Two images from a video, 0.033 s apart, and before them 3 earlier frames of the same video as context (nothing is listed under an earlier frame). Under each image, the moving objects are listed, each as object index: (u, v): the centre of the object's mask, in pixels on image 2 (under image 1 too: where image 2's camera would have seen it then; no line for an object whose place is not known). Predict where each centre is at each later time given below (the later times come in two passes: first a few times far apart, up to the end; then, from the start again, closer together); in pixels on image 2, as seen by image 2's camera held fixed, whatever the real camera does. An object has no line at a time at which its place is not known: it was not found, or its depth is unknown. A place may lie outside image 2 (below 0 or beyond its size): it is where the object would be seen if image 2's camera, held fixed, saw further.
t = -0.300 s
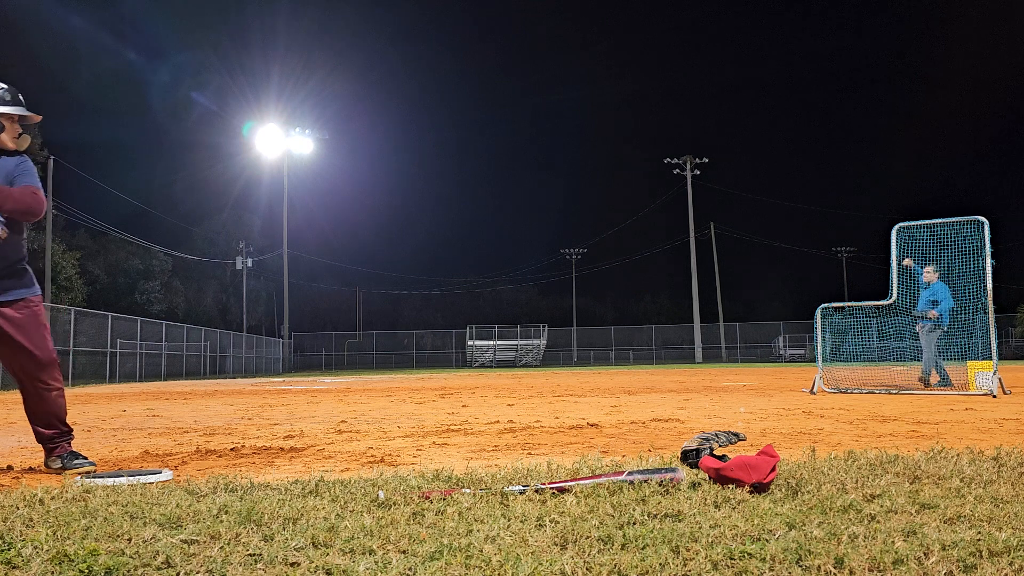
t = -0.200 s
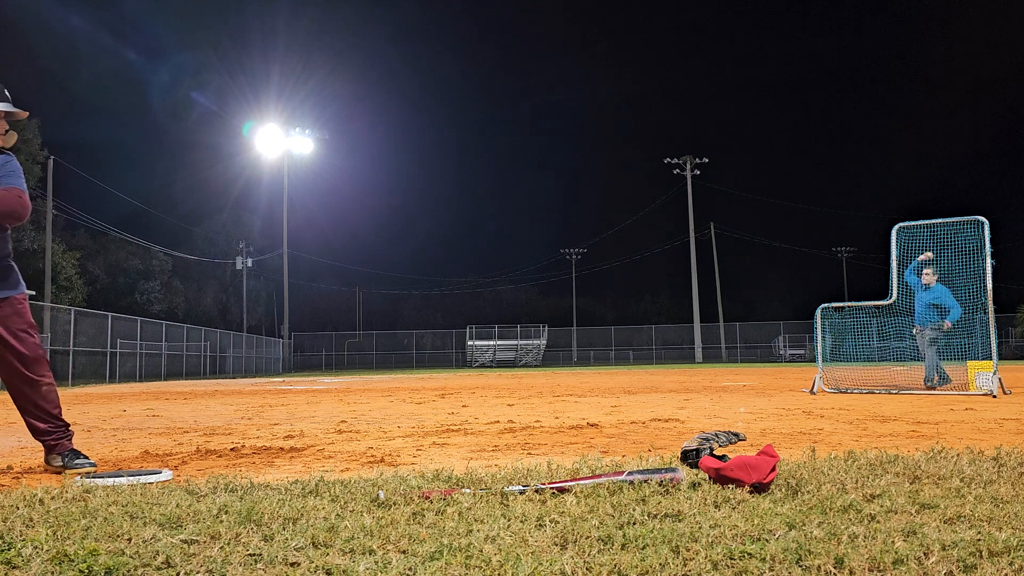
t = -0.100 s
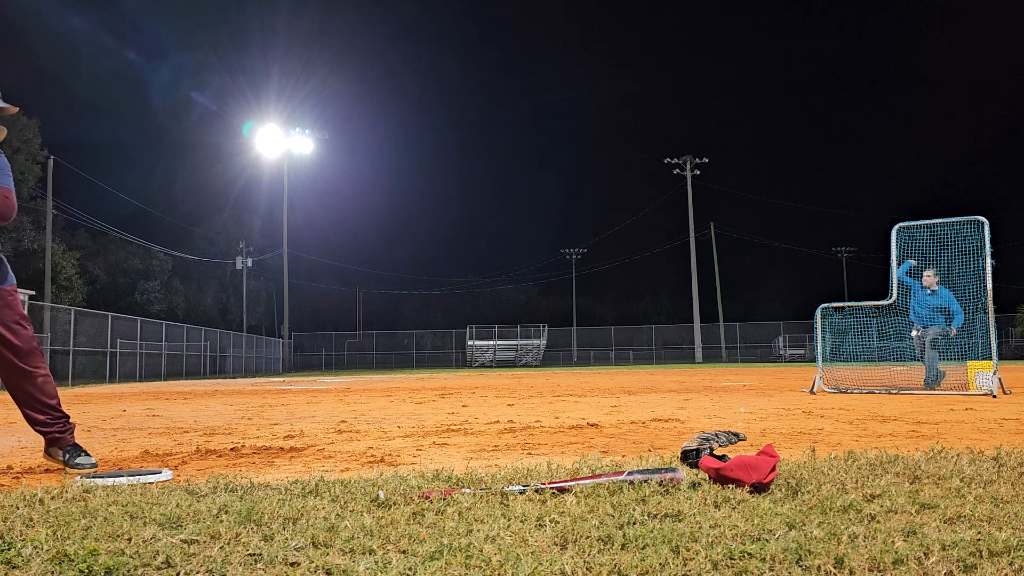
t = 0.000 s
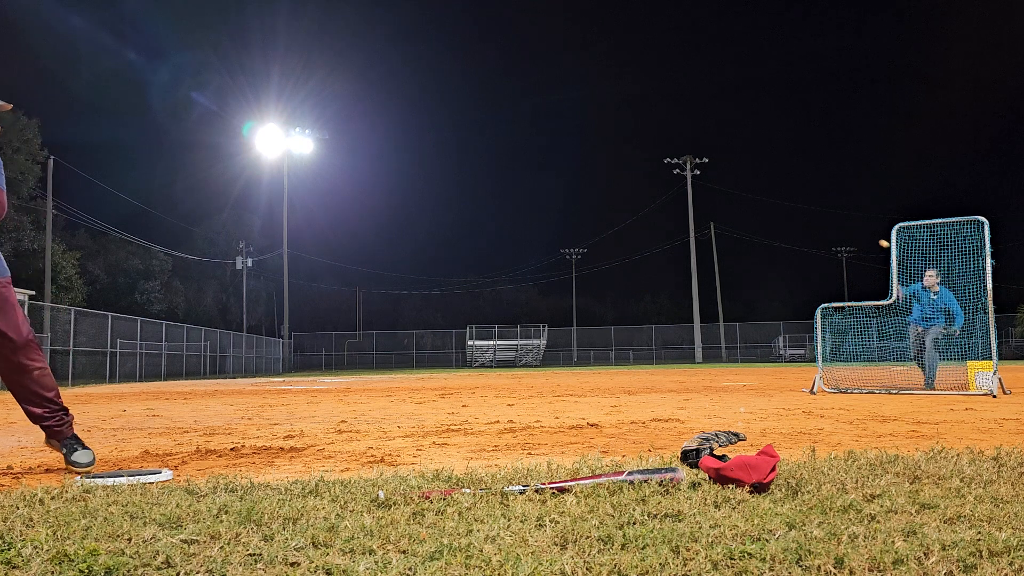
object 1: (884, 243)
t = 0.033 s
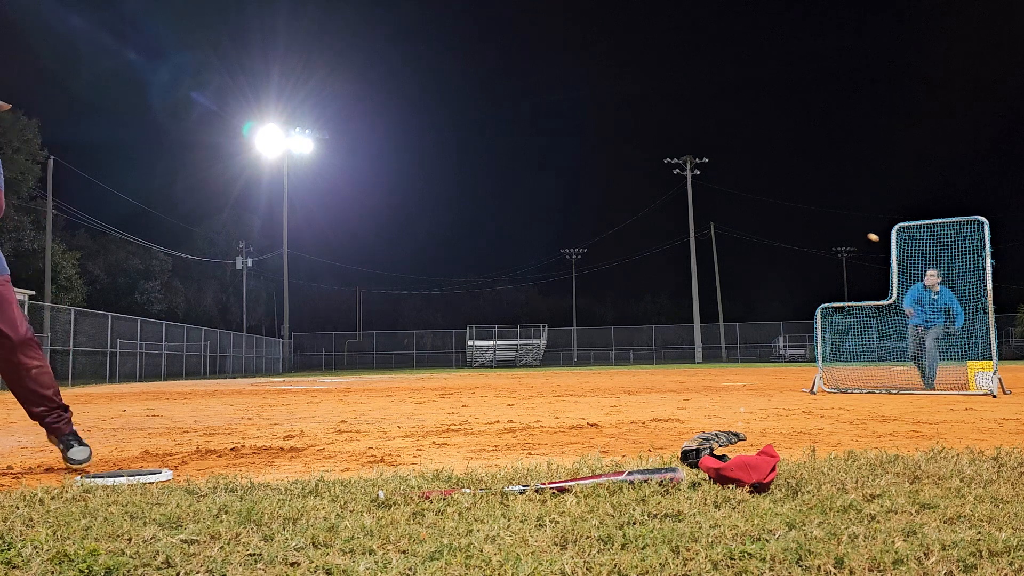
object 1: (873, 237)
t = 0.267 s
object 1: (766, 205)
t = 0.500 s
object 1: (551, 223)
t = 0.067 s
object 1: (860, 231)
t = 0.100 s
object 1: (848, 225)
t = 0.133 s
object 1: (834, 220)
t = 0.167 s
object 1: (819, 215)
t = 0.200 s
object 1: (803, 211)
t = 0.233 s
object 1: (785, 208)
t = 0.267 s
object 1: (766, 205)
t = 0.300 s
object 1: (745, 203)
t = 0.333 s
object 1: (722, 202)
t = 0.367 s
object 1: (696, 202)
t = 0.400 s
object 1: (666, 205)
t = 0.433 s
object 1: (633, 208)
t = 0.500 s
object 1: (551, 223)
